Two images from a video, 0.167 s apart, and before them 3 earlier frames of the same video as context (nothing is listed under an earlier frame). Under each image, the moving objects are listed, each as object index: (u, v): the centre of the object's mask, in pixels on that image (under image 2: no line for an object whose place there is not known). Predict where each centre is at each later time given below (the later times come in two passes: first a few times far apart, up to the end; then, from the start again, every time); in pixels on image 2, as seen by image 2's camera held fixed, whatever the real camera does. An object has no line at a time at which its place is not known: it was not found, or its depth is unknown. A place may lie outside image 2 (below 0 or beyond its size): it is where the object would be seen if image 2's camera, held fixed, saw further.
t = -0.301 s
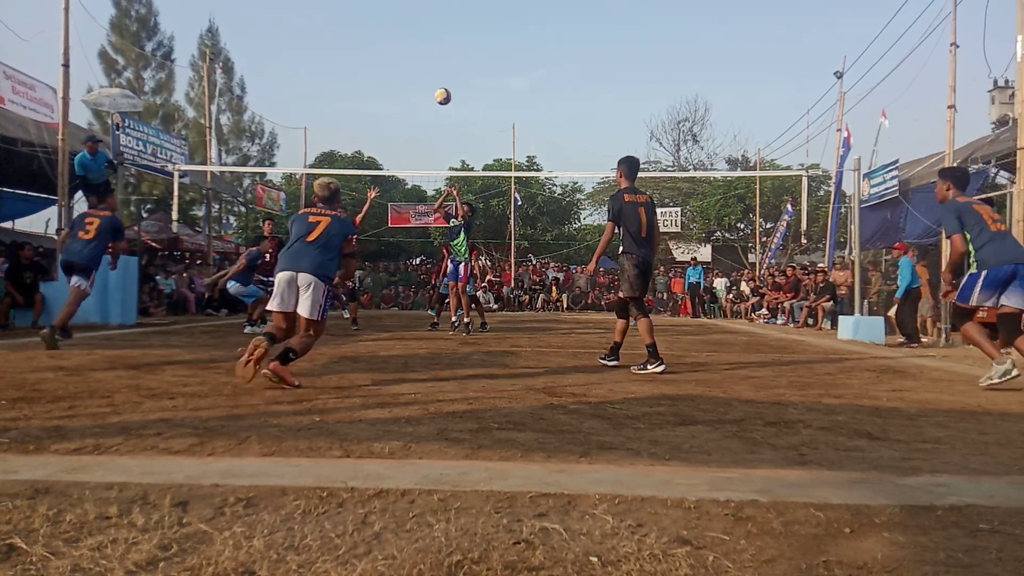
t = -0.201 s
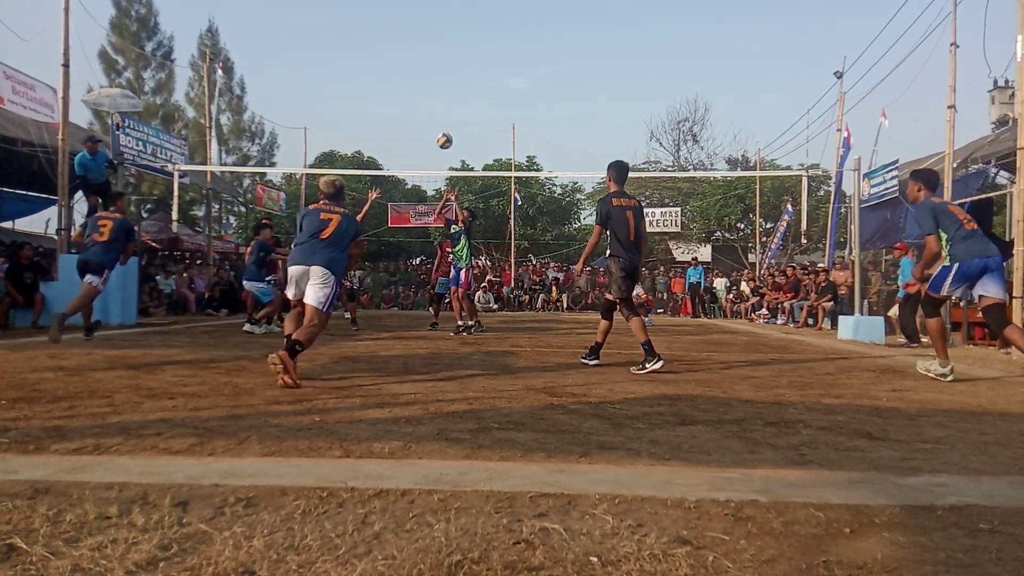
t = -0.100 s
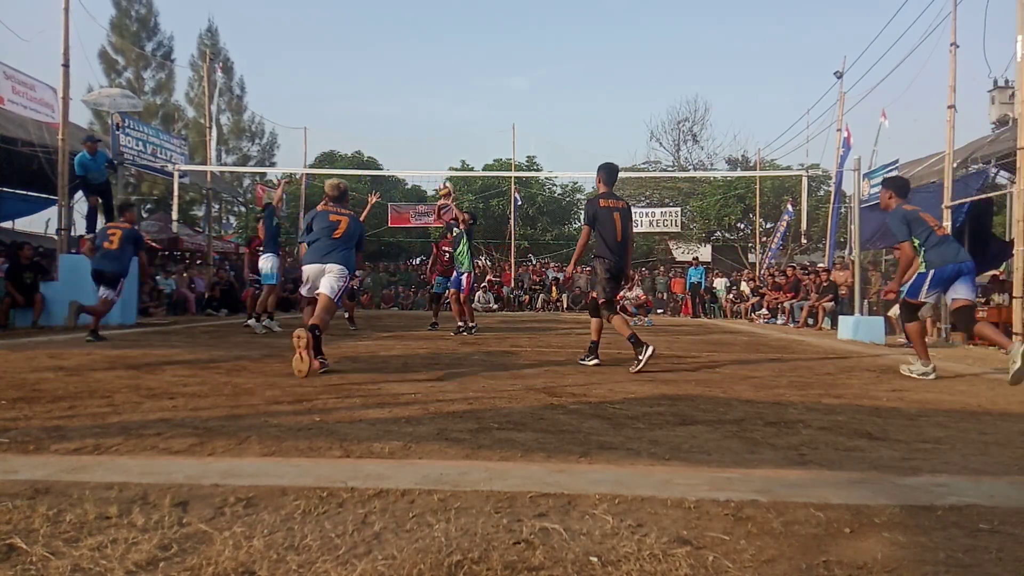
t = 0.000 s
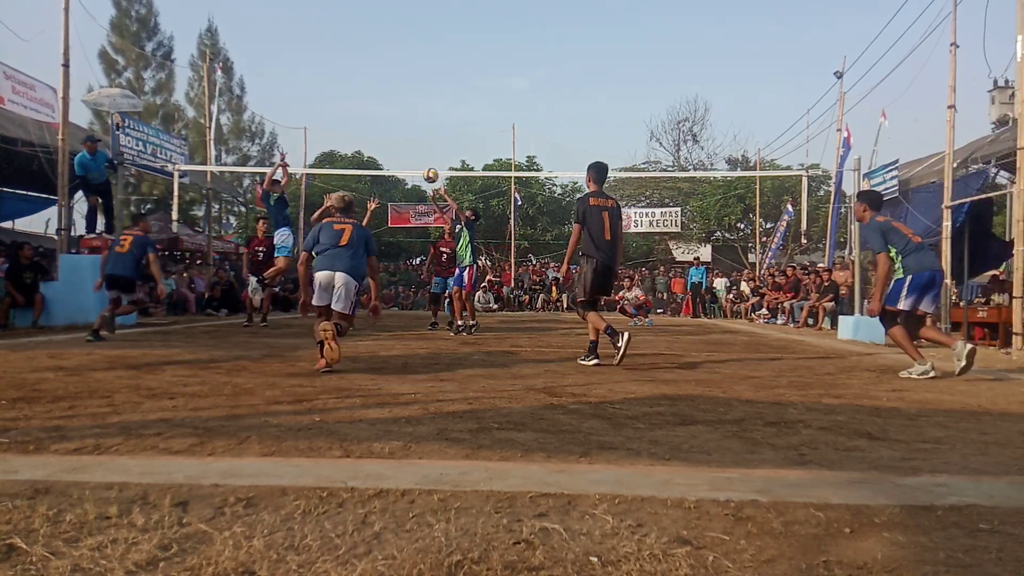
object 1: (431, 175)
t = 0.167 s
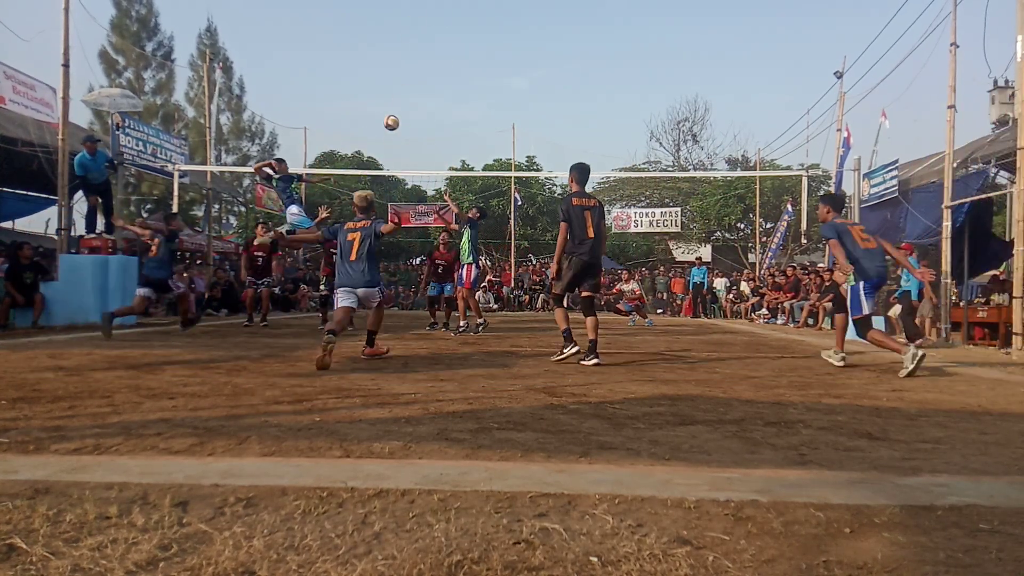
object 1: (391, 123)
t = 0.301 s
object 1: (360, 96)
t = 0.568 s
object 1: (298, 82)
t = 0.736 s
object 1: (260, 100)
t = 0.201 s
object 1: (383, 115)
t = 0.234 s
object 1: (375, 107)
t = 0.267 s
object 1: (368, 101)
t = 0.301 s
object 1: (360, 96)
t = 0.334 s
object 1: (352, 91)
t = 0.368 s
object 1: (344, 87)
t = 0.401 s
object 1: (337, 84)
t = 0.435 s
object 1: (329, 82)
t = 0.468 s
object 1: (321, 81)
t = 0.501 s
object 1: (314, 80)
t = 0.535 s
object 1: (306, 81)
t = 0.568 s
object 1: (298, 82)
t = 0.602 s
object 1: (290, 84)
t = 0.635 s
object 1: (283, 87)
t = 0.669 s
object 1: (275, 90)
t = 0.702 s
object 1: (268, 95)
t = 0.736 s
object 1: (260, 100)
